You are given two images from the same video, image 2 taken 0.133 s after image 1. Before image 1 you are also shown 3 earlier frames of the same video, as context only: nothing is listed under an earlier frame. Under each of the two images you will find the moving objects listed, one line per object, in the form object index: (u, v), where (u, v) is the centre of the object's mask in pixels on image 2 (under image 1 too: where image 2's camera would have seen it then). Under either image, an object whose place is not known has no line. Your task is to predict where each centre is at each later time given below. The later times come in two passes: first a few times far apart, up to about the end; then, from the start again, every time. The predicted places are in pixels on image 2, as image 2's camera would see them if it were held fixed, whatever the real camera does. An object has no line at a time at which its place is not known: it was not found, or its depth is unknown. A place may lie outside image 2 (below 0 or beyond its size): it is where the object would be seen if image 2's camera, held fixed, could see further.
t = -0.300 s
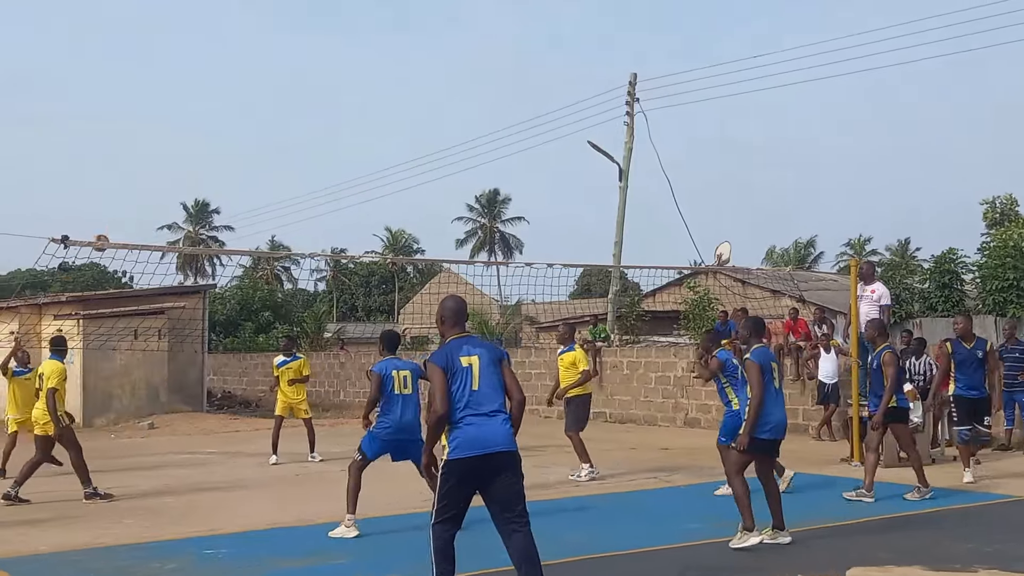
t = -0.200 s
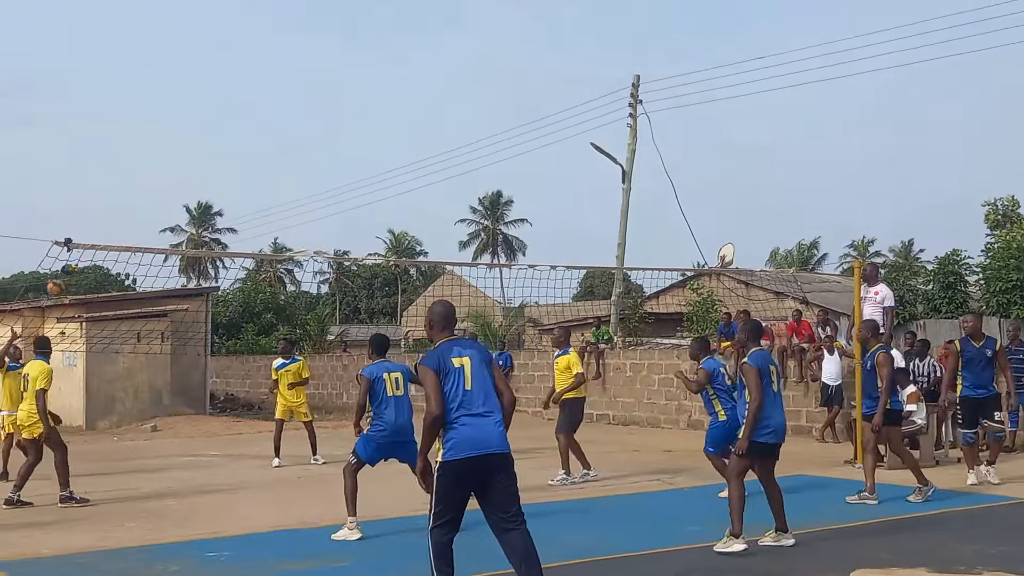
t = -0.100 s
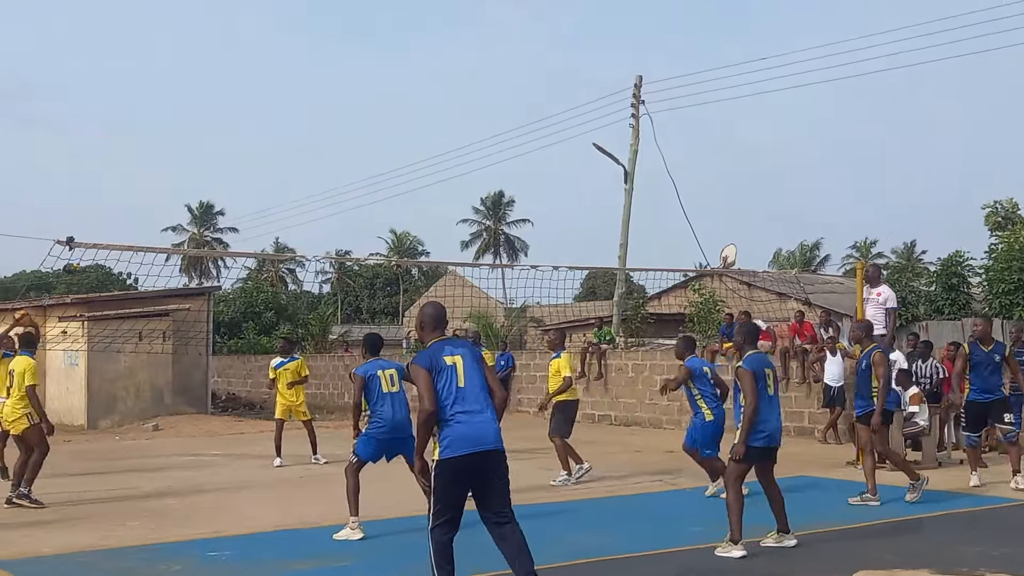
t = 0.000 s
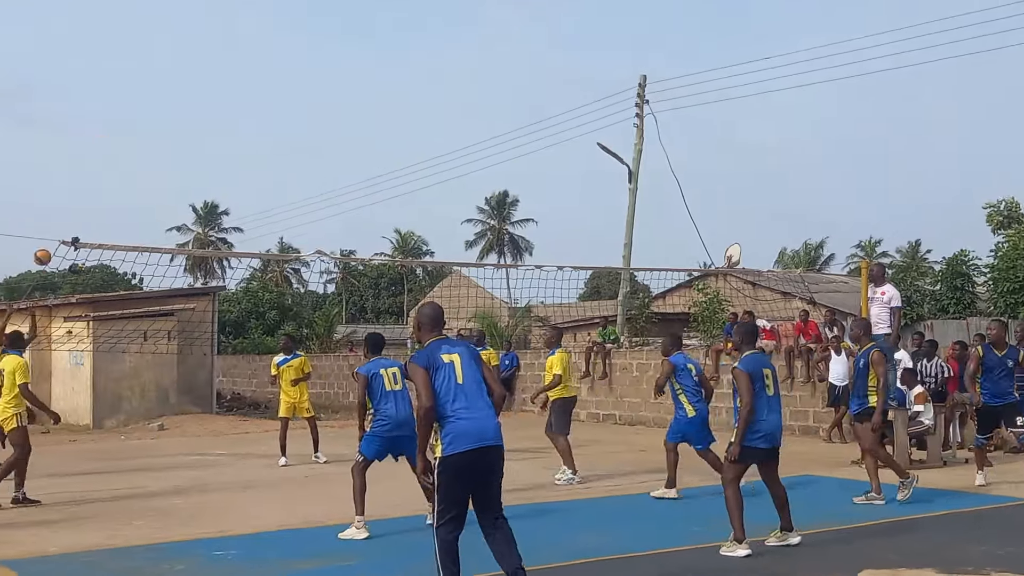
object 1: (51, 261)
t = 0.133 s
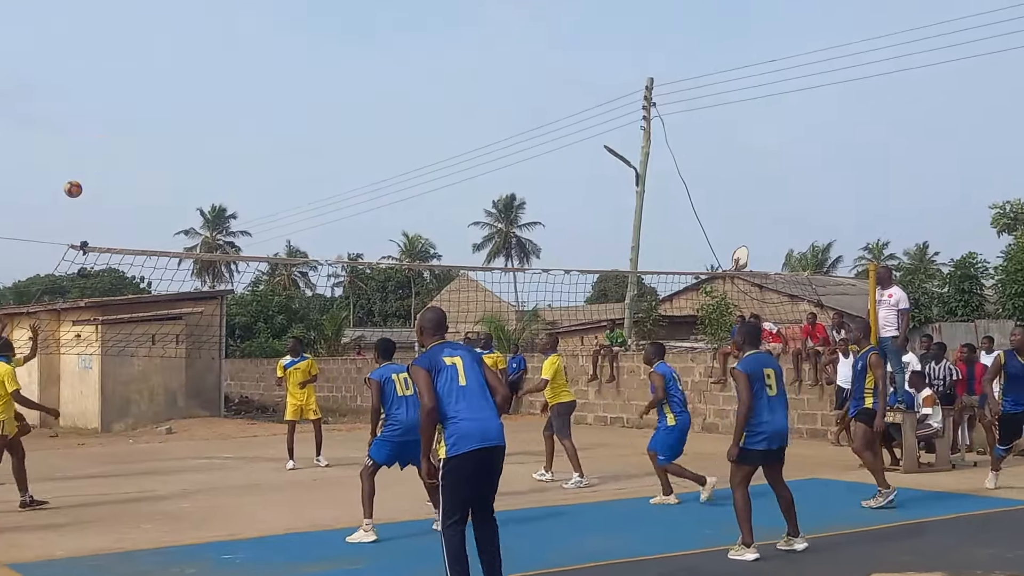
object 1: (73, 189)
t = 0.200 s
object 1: (84, 158)
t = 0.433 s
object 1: (124, 75)
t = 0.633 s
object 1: (157, 35)
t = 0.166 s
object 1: (77, 173)
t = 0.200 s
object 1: (84, 158)
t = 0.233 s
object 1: (89, 144)
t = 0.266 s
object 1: (95, 130)
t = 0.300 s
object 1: (101, 118)
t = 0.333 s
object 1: (106, 106)
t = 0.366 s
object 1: (112, 95)
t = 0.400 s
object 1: (117, 84)
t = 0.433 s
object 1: (124, 75)
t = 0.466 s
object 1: (129, 67)
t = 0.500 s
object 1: (135, 59)
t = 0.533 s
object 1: (141, 52)
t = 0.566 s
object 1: (146, 45)
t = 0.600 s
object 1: (152, 39)
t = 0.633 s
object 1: (157, 35)
